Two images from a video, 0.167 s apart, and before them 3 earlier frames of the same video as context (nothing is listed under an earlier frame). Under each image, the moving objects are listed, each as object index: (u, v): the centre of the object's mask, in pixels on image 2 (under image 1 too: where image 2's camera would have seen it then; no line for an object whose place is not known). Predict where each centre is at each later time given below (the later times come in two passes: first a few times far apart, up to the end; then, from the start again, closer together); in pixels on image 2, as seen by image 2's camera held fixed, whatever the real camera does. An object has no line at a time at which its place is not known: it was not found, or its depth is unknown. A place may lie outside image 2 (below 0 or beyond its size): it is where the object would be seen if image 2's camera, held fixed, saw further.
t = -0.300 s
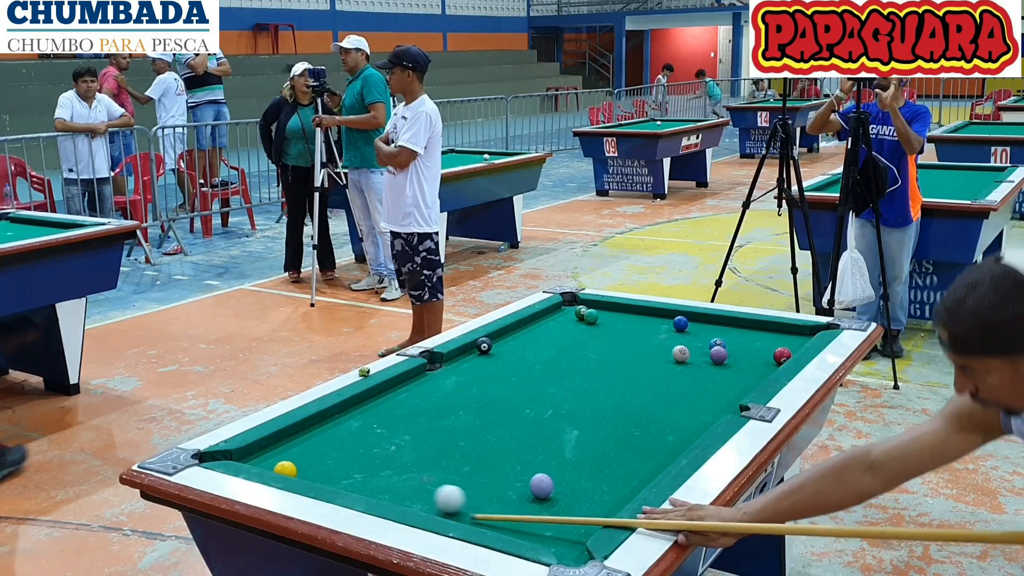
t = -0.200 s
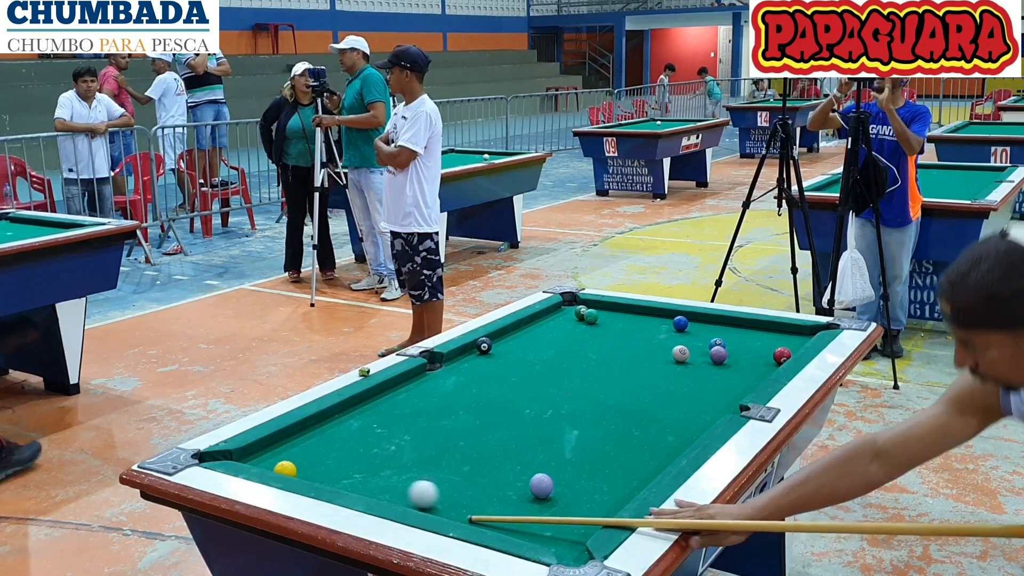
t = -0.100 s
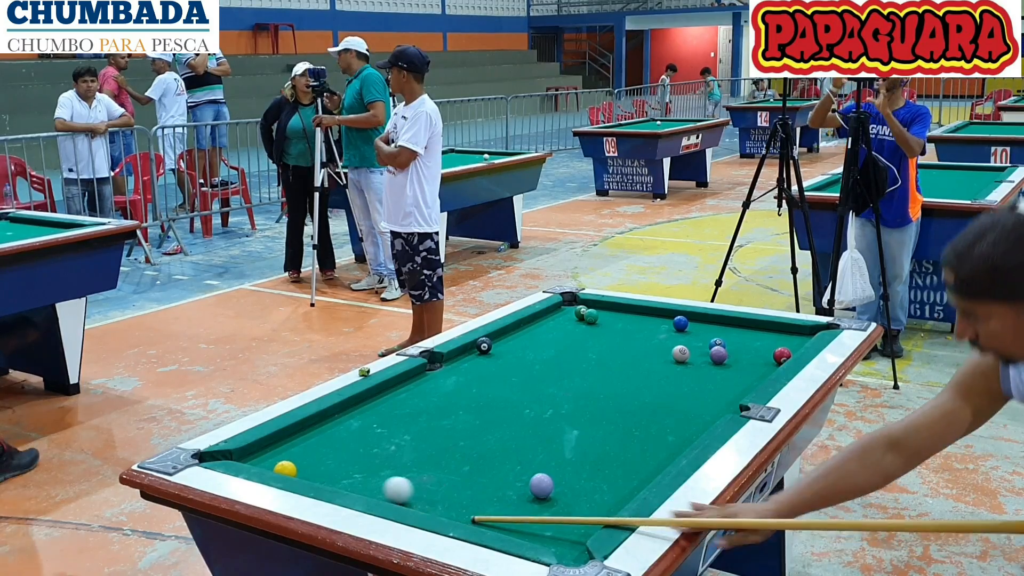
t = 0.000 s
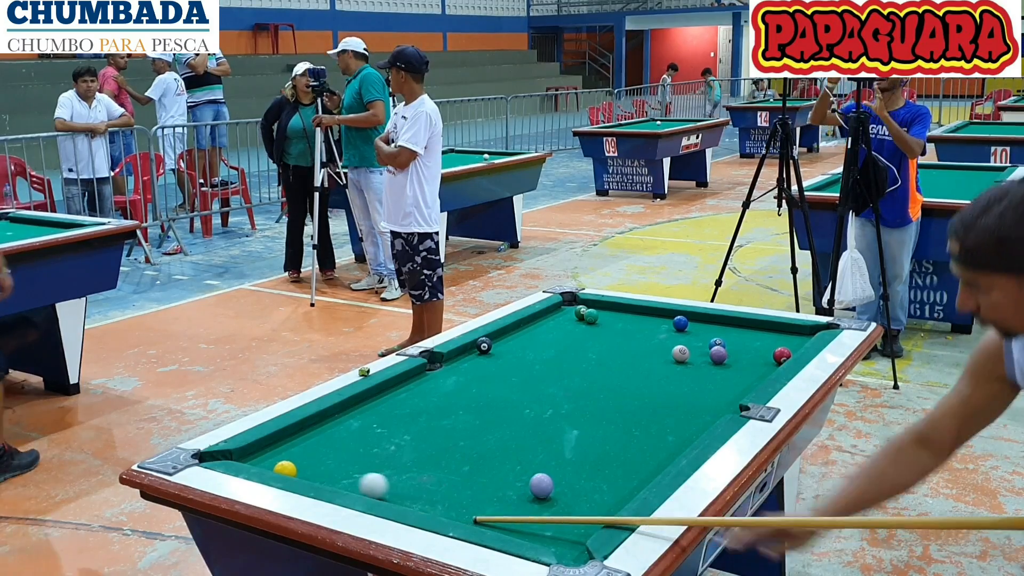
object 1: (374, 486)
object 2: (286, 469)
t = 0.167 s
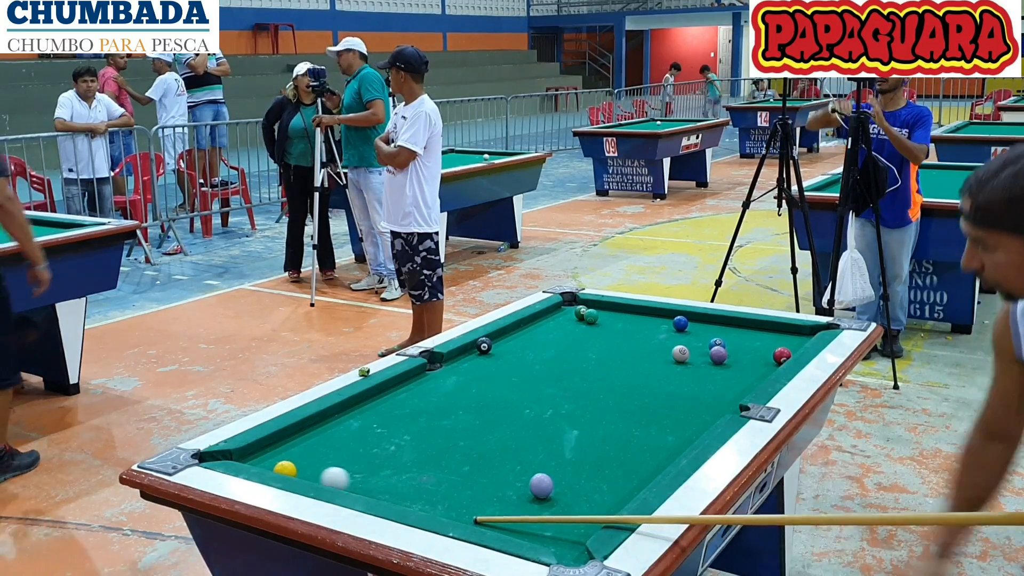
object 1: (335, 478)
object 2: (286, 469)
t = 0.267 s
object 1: (313, 474)
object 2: (286, 469)
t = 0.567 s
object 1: (292, 466)
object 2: (258, 460)
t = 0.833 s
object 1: (281, 461)
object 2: (239, 454)
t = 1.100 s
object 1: (272, 458)
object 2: (246, 457)
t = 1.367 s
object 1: (273, 454)
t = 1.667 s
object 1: (274, 452)
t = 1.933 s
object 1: (276, 451)
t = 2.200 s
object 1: (276, 451)
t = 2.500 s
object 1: (276, 451)
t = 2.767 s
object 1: (276, 451)
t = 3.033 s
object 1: (276, 451)
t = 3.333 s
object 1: (275, 451)
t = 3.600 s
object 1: (275, 451)
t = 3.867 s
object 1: (276, 451)
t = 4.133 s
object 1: (275, 451)
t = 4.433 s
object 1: (275, 451)
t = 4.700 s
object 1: (275, 451)
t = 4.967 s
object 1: (275, 451)
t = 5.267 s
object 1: (275, 451)
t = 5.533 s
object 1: (275, 451)
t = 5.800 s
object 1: (276, 451)
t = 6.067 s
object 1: (276, 451)
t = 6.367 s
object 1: (276, 451)
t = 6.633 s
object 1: (276, 451)
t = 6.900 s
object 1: (276, 451)
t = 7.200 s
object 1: (276, 451)
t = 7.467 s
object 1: (276, 451)
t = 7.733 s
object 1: (276, 451)
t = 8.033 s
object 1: (276, 451)
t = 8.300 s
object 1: (276, 451)
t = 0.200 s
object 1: (328, 477)
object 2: (286, 469)
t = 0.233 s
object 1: (320, 475)
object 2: (286, 469)
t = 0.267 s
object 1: (313, 474)
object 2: (286, 469)
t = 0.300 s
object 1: (307, 472)
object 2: (285, 468)
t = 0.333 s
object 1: (304, 471)
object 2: (281, 467)
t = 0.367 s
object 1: (302, 470)
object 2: (277, 466)
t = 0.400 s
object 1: (300, 470)
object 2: (273, 466)
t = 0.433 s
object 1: (299, 469)
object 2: (270, 464)
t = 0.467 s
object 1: (297, 468)
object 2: (267, 463)
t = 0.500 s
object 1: (295, 467)
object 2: (264, 462)
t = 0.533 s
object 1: (294, 467)
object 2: (261, 461)
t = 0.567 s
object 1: (292, 466)
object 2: (258, 460)
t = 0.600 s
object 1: (291, 466)
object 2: (255, 459)
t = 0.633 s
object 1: (289, 465)
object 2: (253, 458)
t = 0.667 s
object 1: (288, 464)
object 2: (250, 457)
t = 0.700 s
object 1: (286, 464)
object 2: (247, 457)
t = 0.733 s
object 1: (285, 463)
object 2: (245, 456)
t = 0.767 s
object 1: (283, 463)
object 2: (242, 455)
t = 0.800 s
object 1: (282, 462)
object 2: (239, 454)
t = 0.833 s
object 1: (281, 461)
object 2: (239, 454)
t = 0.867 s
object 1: (280, 461)
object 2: (239, 455)
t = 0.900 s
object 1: (278, 461)
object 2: (240, 455)
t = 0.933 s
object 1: (277, 460)
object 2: (241, 456)
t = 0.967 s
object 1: (276, 460)
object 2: (241, 457)
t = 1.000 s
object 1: (275, 459)
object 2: (242, 457)
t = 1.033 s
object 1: (274, 459)
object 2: (243, 457)
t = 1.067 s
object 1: (273, 458)
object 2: (244, 457)
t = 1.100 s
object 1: (272, 458)
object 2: (246, 457)
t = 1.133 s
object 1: (271, 457)
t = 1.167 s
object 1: (271, 457)
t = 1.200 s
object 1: (272, 456)
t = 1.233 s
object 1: (272, 456)
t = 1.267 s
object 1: (272, 456)
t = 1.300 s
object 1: (272, 455)
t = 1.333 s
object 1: (272, 455)
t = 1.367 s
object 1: (273, 454)
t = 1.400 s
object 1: (273, 454)
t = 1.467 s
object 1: (273, 454)
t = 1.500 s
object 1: (273, 453)
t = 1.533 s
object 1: (273, 453)
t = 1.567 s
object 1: (273, 453)
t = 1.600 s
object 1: (274, 452)
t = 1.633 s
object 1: (274, 452)
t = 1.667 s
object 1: (274, 452)
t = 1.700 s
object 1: (274, 452)
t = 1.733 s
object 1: (275, 452)
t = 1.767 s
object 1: (275, 452)
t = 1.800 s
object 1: (275, 451)
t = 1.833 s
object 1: (275, 451)
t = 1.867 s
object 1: (275, 451)
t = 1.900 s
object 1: (276, 451)
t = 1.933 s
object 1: (276, 451)
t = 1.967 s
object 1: (276, 451)
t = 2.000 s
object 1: (276, 451)
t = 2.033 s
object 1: (276, 451)
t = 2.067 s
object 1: (276, 451)
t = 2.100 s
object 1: (276, 451)
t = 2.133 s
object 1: (276, 451)
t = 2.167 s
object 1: (276, 451)
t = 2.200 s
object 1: (276, 451)
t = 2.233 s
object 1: (276, 451)
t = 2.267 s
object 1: (276, 451)
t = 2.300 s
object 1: (276, 451)
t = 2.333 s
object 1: (276, 451)
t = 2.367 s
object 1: (276, 451)
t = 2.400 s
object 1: (276, 451)
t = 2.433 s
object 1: (276, 451)
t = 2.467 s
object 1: (276, 451)
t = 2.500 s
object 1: (276, 451)
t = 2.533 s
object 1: (276, 451)
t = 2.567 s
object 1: (276, 451)
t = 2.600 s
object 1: (276, 451)
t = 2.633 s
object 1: (276, 451)
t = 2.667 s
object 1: (276, 451)
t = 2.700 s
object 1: (276, 451)
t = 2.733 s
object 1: (276, 451)
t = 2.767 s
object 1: (276, 451)
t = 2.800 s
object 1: (276, 451)
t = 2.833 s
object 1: (276, 451)
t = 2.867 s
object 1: (276, 451)
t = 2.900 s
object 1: (276, 451)
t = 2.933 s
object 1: (276, 451)
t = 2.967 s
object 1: (276, 451)
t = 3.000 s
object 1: (276, 451)
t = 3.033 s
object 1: (276, 451)
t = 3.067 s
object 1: (276, 451)
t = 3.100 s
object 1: (276, 451)
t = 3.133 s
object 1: (276, 451)
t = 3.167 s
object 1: (276, 451)
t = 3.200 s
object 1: (275, 451)
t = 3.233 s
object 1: (276, 451)
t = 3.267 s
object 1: (275, 451)
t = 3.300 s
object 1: (275, 451)
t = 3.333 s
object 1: (275, 451)
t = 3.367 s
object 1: (275, 451)
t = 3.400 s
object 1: (275, 451)
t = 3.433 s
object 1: (275, 451)
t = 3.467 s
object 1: (276, 451)
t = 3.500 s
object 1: (276, 451)
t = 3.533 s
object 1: (276, 452)
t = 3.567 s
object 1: (275, 451)
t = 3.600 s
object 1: (275, 451)
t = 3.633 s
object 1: (276, 451)
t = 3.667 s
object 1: (276, 451)
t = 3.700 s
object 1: (276, 451)
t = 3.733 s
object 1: (276, 451)
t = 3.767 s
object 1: (275, 451)
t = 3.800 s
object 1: (275, 451)
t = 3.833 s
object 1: (275, 451)
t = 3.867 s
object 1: (276, 451)
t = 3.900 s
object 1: (275, 451)
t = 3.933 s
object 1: (275, 451)
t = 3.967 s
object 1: (276, 451)
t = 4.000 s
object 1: (276, 451)
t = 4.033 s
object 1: (276, 451)
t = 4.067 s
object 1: (276, 451)
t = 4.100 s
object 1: (276, 451)
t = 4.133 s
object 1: (275, 451)
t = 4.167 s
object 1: (275, 451)
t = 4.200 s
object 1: (275, 451)
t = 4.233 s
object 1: (275, 451)
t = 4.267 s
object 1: (275, 451)
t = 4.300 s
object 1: (275, 451)
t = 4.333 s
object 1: (275, 451)
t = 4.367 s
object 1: (275, 451)
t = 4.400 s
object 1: (275, 451)
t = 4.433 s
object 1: (275, 451)
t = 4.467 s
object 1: (275, 451)
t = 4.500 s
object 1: (275, 451)
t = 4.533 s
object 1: (275, 451)
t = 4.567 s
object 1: (275, 451)
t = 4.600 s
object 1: (275, 451)
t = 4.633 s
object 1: (275, 451)
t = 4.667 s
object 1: (275, 451)
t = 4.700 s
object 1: (275, 451)
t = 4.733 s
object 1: (275, 451)
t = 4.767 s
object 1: (275, 451)
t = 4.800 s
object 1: (275, 451)
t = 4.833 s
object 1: (275, 451)
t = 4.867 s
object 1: (276, 451)
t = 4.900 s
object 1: (275, 451)
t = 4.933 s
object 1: (275, 451)
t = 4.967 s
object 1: (275, 451)
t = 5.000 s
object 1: (275, 451)
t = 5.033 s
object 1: (275, 451)
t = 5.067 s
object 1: (275, 451)
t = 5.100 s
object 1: (275, 451)
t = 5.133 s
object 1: (275, 451)
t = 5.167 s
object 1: (275, 451)
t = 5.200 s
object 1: (275, 451)
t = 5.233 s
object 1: (275, 451)
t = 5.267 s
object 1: (275, 451)
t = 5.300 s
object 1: (275, 451)
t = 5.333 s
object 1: (275, 451)
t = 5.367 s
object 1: (275, 451)
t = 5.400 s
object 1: (275, 451)
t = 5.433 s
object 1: (275, 451)
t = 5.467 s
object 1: (275, 451)
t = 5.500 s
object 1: (275, 451)
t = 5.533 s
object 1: (275, 451)
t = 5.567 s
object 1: (275, 451)
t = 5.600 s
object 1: (275, 451)
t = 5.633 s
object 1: (276, 451)
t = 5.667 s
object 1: (276, 451)
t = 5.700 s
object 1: (276, 451)
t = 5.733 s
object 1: (276, 451)
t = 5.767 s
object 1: (276, 451)
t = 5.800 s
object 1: (276, 451)
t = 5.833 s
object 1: (276, 451)
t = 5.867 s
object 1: (275, 451)
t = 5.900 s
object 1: (275, 451)
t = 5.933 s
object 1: (275, 451)
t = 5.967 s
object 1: (275, 451)
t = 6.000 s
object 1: (276, 451)
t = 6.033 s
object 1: (275, 451)
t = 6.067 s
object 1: (276, 451)
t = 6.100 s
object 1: (275, 451)
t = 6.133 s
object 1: (276, 451)
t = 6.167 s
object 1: (276, 451)
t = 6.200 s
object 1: (276, 451)
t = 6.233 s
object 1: (276, 451)
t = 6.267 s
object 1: (276, 451)
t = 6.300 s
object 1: (275, 451)
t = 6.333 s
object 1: (276, 451)
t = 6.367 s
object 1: (276, 451)
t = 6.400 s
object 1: (276, 451)
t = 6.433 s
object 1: (276, 451)
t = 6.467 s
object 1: (276, 451)
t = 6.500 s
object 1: (276, 451)
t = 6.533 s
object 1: (276, 451)
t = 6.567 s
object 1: (276, 451)
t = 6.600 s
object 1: (276, 451)
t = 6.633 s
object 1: (276, 451)
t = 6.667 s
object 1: (276, 451)
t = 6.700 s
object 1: (276, 451)
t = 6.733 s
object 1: (276, 451)
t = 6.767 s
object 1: (276, 451)
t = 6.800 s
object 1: (276, 451)
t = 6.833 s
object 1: (276, 451)
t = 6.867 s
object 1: (276, 451)
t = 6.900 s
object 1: (276, 451)
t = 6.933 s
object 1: (276, 451)
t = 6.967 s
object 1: (276, 451)
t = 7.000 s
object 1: (276, 451)
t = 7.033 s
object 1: (276, 451)
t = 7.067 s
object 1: (276, 451)
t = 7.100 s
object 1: (276, 451)
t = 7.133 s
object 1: (276, 451)
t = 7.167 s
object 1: (276, 451)
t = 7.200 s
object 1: (276, 451)
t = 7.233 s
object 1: (276, 451)
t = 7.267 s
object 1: (276, 451)
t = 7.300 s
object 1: (276, 451)
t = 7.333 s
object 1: (276, 451)
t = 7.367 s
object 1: (276, 451)
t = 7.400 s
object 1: (276, 451)
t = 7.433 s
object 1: (276, 451)
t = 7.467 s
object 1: (276, 451)
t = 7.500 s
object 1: (276, 451)
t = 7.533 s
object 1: (276, 451)
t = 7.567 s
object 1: (276, 451)
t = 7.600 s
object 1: (276, 451)
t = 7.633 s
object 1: (276, 451)
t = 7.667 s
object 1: (276, 451)
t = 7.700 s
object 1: (276, 451)
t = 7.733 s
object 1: (276, 451)
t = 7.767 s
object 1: (276, 451)
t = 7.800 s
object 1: (276, 451)
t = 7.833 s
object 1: (276, 451)
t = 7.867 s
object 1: (276, 451)
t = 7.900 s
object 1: (276, 451)
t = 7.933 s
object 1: (276, 451)
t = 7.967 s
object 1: (276, 451)
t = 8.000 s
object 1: (276, 451)
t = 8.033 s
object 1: (276, 451)
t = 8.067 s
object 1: (276, 451)
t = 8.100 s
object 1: (276, 451)
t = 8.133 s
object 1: (276, 451)
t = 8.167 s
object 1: (276, 451)
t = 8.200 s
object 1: (276, 451)
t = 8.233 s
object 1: (276, 451)
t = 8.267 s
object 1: (276, 451)
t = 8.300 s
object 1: (276, 451)
